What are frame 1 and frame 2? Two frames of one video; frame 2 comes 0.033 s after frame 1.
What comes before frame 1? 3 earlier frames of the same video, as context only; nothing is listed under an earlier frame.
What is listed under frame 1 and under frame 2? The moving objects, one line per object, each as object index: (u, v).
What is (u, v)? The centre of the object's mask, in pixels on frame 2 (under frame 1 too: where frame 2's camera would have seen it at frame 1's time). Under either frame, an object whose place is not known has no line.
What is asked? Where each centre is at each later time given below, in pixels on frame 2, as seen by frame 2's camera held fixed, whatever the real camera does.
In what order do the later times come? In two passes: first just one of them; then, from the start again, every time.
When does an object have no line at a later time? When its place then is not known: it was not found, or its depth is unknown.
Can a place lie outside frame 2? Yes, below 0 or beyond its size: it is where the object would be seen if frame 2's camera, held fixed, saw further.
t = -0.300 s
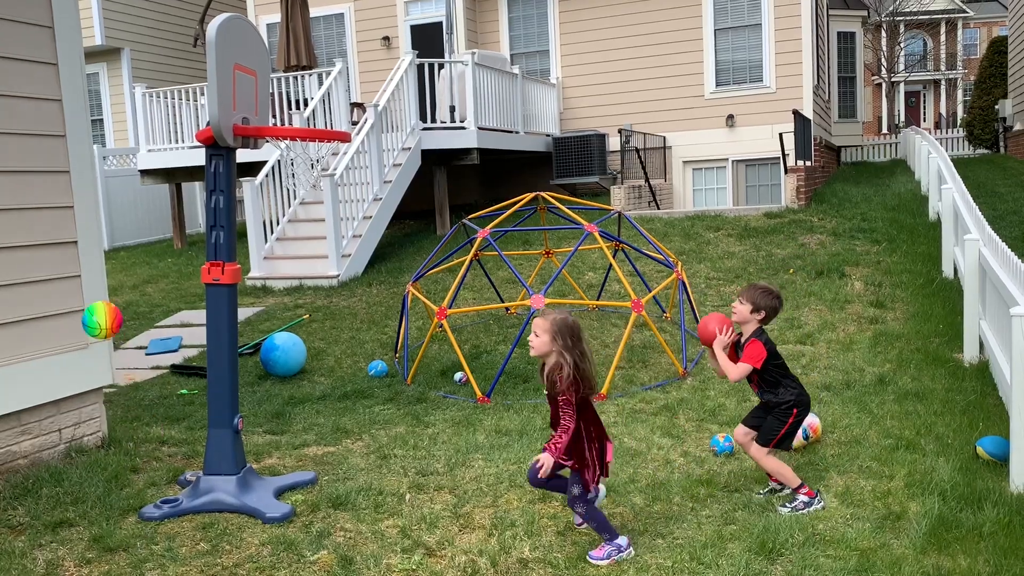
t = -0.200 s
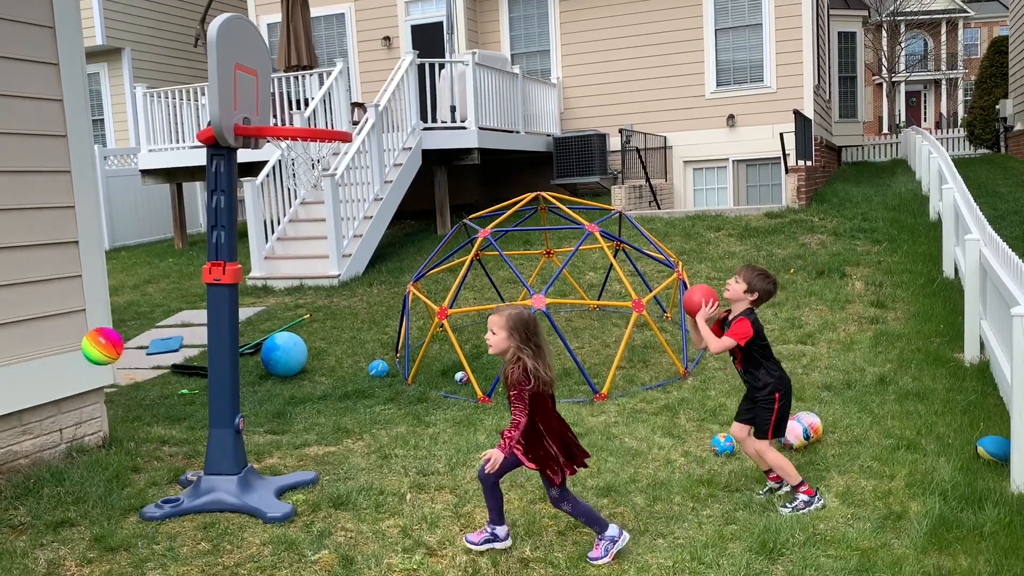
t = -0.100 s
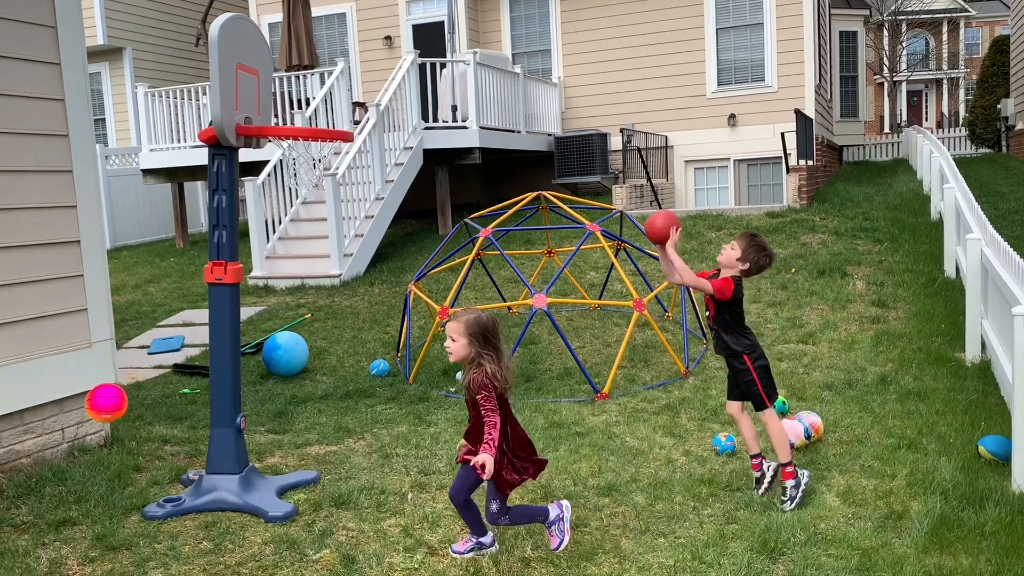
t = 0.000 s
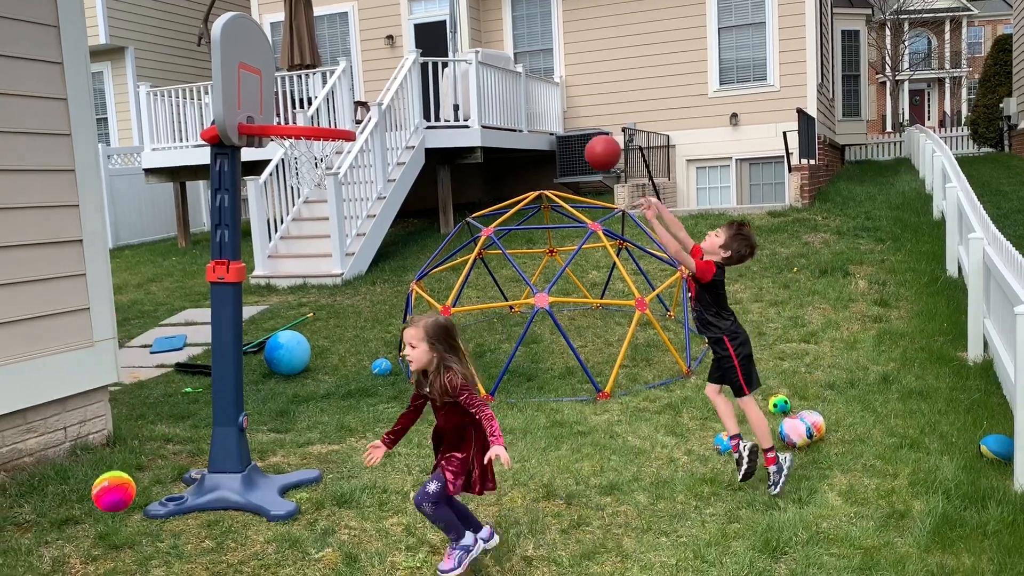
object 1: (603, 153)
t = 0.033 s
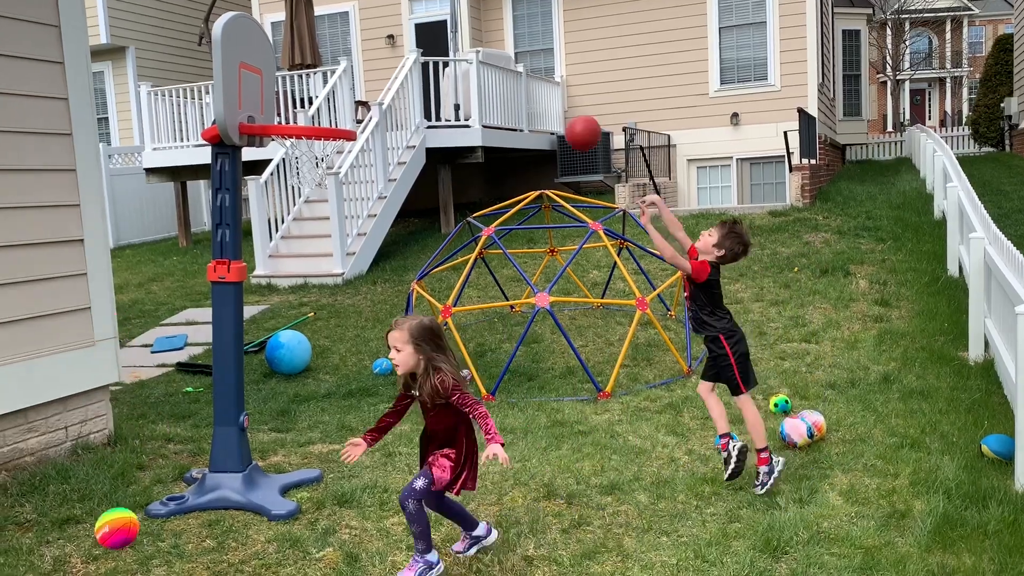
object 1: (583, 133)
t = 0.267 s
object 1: (442, 65)
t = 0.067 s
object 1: (562, 116)
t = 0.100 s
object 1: (542, 102)
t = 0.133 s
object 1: (522, 89)
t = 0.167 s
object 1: (501, 80)
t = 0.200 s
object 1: (481, 72)
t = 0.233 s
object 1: (462, 68)
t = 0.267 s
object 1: (442, 65)
